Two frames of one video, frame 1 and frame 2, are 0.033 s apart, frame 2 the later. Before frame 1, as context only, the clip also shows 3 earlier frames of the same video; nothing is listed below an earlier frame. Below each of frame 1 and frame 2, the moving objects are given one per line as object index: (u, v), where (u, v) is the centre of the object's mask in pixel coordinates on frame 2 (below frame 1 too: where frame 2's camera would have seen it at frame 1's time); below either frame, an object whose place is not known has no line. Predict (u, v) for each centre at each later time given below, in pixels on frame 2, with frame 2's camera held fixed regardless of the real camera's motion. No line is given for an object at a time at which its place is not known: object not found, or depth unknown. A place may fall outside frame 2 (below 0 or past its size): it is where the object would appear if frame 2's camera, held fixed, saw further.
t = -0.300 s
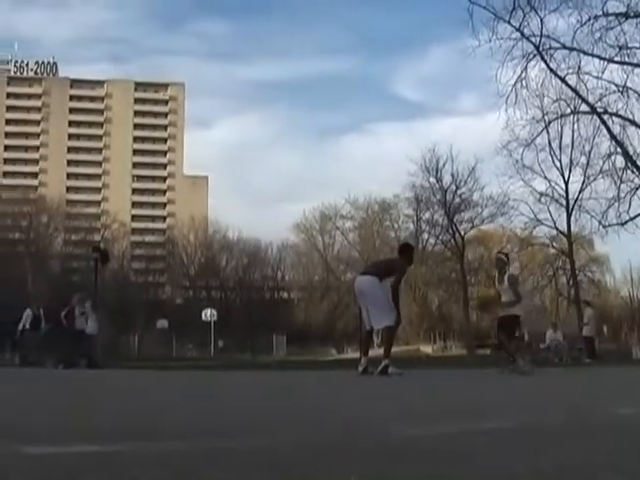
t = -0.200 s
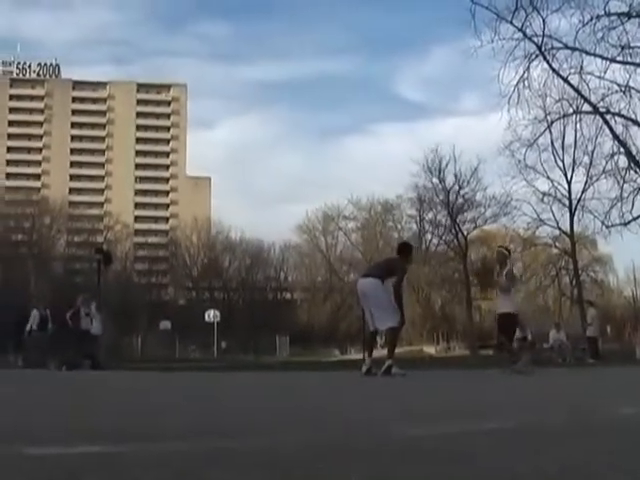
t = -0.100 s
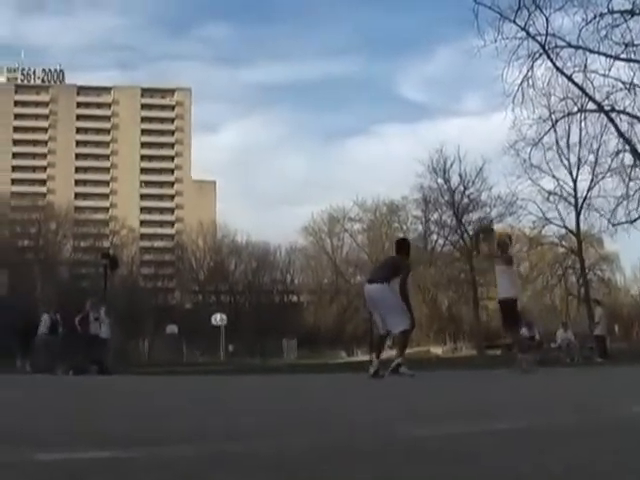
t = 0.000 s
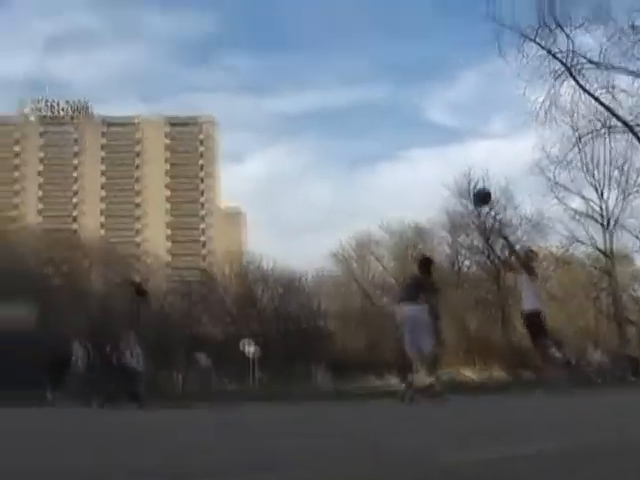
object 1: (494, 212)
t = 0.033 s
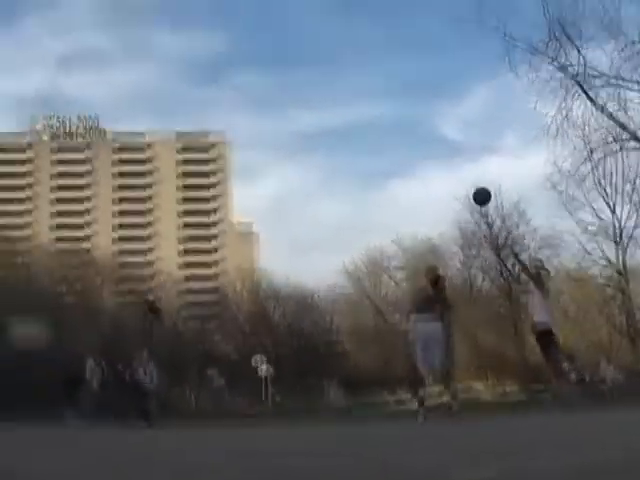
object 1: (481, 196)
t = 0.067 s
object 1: (468, 180)
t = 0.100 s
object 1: (461, 166)
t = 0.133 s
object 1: (449, 152)
